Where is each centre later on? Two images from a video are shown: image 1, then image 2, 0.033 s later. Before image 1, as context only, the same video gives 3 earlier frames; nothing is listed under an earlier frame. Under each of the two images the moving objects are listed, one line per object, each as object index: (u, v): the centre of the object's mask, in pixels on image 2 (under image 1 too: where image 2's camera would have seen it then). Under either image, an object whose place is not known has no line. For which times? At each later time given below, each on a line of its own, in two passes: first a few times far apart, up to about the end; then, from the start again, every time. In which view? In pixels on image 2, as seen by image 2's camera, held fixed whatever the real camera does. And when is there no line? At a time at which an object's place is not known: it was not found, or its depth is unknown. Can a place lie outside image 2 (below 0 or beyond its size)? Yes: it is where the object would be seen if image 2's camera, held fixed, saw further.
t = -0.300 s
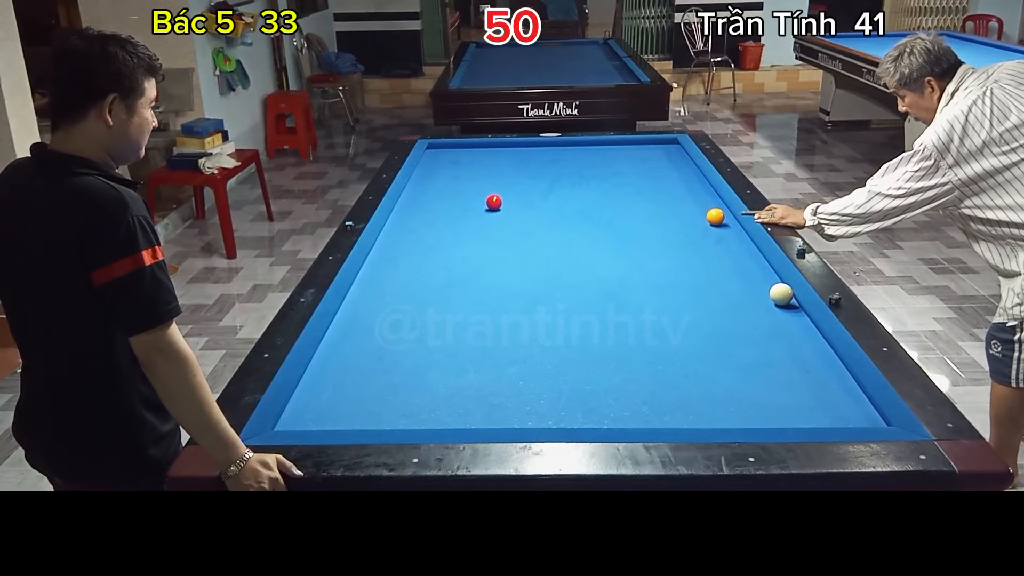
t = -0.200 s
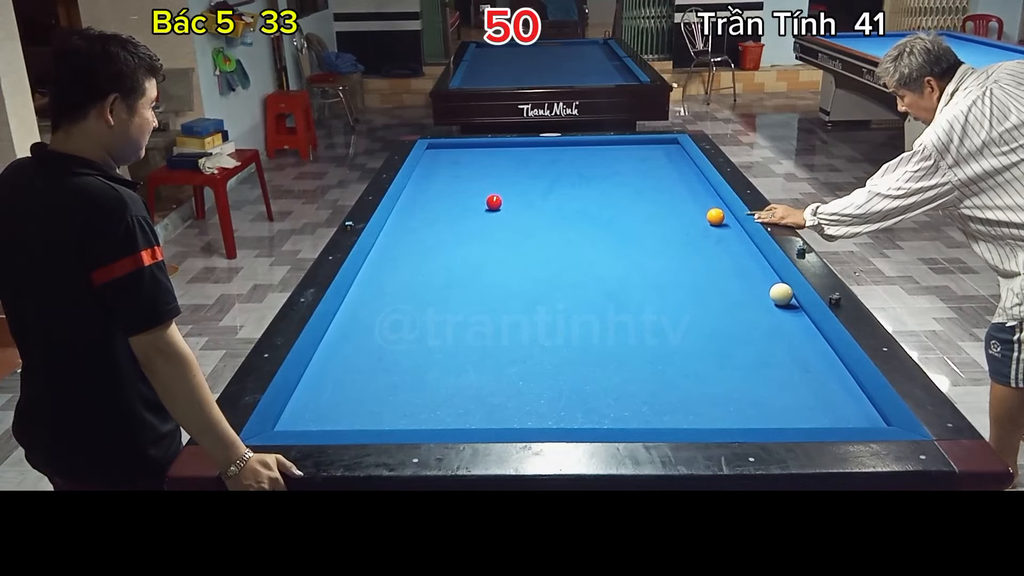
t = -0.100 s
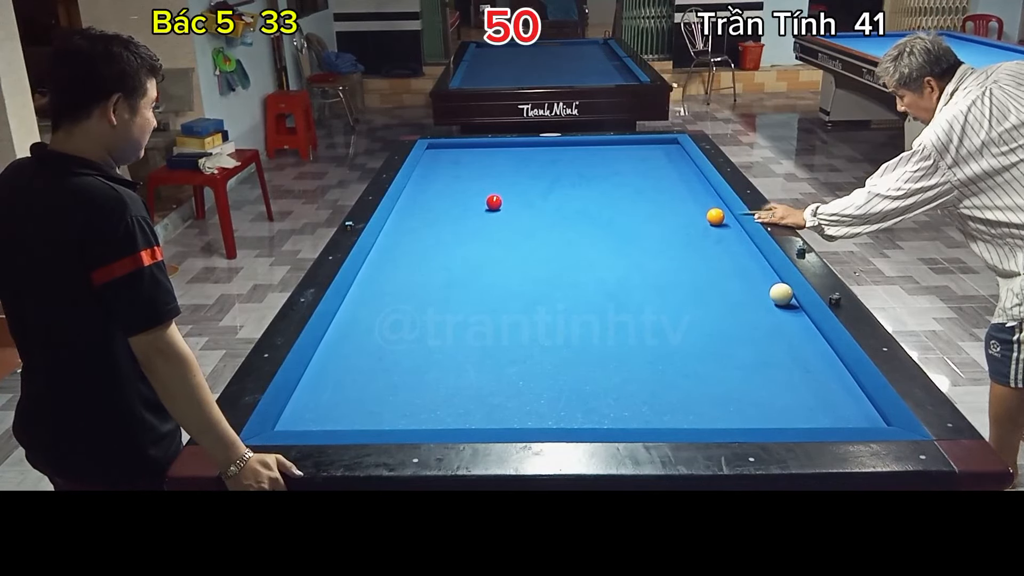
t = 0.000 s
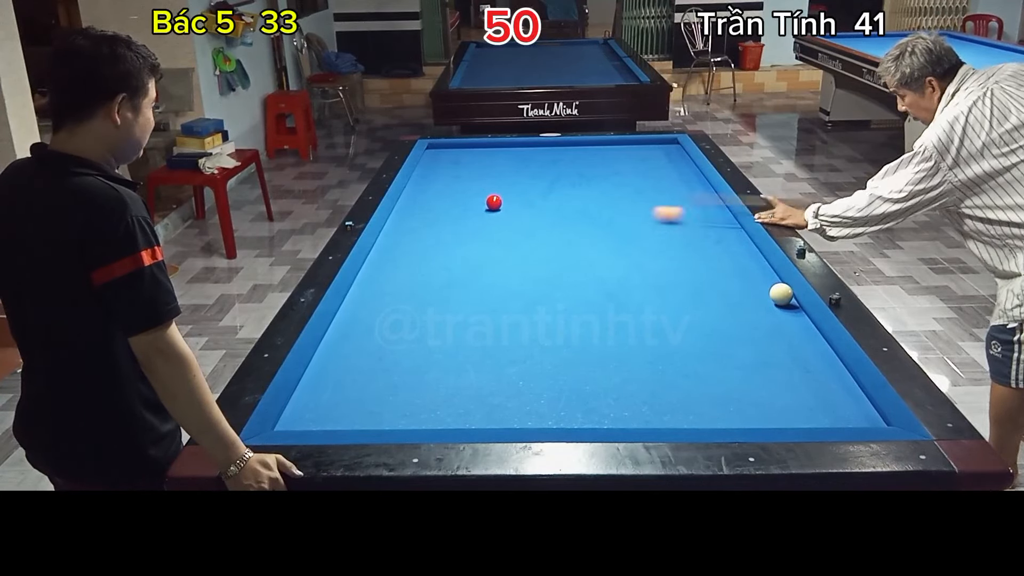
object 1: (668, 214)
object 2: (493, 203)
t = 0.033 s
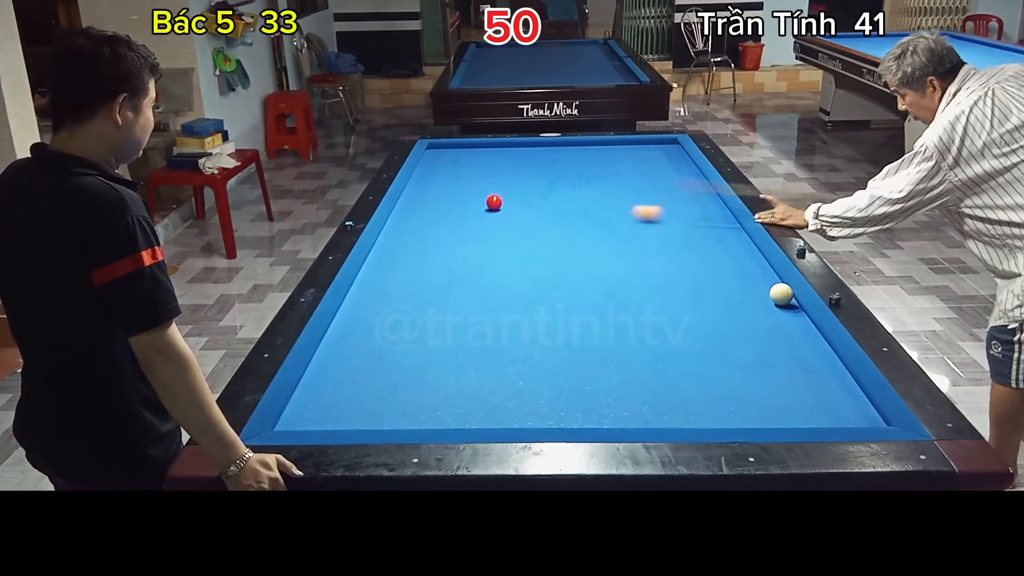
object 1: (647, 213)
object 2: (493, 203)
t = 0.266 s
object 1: (511, 206)
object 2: (493, 203)
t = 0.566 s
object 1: (400, 222)
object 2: (438, 183)
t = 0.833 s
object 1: (450, 229)
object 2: (431, 171)
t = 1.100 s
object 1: (508, 237)
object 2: (457, 162)
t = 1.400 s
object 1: (576, 246)
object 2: (484, 153)
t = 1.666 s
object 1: (640, 255)
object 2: (505, 145)
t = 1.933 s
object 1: (708, 264)
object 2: (524, 146)
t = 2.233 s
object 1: (753, 273)
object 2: (544, 150)
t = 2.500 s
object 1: (718, 277)
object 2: (563, 154)
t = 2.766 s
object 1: (684, 281)
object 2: (582, 158)
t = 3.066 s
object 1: (644, 284)
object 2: (603, 162)
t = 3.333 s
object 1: (612, 288)
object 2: (622, 166)
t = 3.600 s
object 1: (579, 291)
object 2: (641, 169)
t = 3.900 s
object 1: (543, 294)
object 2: (663, 174)
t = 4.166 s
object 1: (512, 297)
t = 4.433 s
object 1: (482, 299)
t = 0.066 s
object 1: (627, 212)
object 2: (493, 203)
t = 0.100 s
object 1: (606, 211)
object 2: (493, 203)
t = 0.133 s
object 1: (586, 210)
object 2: (493, 203)
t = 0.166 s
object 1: (566, 209)
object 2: (493, 203)
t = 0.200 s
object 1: (547, 208)
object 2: (493, 203)
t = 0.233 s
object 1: (528, 207)
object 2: (493, 203)
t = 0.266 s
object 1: (511, 206)
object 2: (493, 203)
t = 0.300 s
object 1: (496, 207)
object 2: (486, 198)
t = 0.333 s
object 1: (486, 210)
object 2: (479, 196)
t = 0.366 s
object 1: (475, 211)
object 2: (472, 195)
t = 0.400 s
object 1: (463, 213)
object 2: (465, 192)
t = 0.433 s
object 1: (451, 215)
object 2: (459, 190)
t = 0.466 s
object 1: (439, 217)
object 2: (453, 188)
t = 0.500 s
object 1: (426, 219)
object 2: (448, 186)
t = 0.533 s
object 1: (413, 220)
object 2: (443, 184)
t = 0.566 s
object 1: (400, 222)
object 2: (438, 183)
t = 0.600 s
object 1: (395, 223)
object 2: (433, 181)
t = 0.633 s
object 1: (404, 224)
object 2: (428, 179)
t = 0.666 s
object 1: (414, 225)
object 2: (423, 177)
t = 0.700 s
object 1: (422, 226)
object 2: (418, 176)
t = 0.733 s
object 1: (430, 227)
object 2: (419, 174)
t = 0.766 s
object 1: (437, 227)
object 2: (424, 173)
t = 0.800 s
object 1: (443, 228)
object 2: (428, 172)
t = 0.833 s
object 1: (450, 229)
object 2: (431, 171)
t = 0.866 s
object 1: (458, 230)
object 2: (435, 170)
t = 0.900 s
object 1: (465, 231)
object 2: (438, 168)
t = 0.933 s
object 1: (472, 232)
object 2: (441, 167)
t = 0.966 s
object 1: (479, 233)
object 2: (445, 166)
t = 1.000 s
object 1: (486, 234)
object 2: (448, 165)
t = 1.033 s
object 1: (493, 235)
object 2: (451, 164)
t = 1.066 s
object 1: (501, 236)
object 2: (454, 163)
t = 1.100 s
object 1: (508, 237)
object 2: (457, 162)
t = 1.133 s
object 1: (515, 238)
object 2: (460, 161)
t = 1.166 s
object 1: (523, 239)
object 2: (463, 160)
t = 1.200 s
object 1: (530, 240)
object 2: (466, 159)
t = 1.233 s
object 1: (538, 241)
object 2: (469, 158)
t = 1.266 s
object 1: (545, 242)
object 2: (472, 157)
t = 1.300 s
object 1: (553, 243)
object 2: (475, 156)
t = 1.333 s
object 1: (561, 244)
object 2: (478, 155)
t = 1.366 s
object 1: (569, 245)
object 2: (481, 154)
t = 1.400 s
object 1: (576, 246)
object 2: (484, 153)
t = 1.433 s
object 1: (584, 247)
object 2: (487, 152)
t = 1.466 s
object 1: (592, 248)
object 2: (489, 151)
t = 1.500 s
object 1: (600, 249)
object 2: (492, 150)
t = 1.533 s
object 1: (608, 250)
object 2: (495, 149)
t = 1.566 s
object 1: (616, 251)
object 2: (497, 148)
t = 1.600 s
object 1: (624, 252)
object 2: (500, 147)
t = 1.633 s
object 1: (632, 254)
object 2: (503, 146)
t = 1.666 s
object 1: (640, 255)
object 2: (505, 145)
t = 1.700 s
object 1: (649, 256)
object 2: (507, 144)
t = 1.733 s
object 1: (657, 257)
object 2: (510, 144)
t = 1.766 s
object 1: (665, 258)
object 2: (512, 144)
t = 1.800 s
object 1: (674, 259)
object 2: (514, 144)
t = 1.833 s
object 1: (683, 260)
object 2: (517, 145)
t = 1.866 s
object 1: (691, 262)
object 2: (519, 145)
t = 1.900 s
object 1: (700, 262)
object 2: (521, 145)
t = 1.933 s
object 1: (708, 264)
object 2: (524, 146)
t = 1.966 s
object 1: (717, 265)
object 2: (526, 146)
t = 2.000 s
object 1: (726, 266)
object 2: (528, 147)
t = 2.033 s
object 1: (735, 267)
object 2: (531, 148)
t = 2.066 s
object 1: (743, 268)
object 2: (533, 148)
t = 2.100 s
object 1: (752, 270)
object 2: (535, 148)
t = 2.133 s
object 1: (761, 271)
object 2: (538, 149)
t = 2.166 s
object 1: (763, 271)
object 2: (540, 149)
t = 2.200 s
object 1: (757, 272)
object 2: (542, 150)
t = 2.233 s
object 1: (753, 273)
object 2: (544, 150)
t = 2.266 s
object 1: (748, 273)
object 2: (547, 151)
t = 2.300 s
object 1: (744, 274)
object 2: (549, 151)
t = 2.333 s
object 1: (739, 274)
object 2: (552, 152)
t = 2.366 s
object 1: (735, 275)
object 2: (554, 152)
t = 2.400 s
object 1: (731, 275)
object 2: (556, 153)
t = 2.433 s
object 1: (726, 276)
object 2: (559, 153)
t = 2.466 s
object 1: (722, 276)
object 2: (561, 154)
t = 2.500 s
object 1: (718, 277)
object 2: (563, 154)
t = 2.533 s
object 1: (713, 277)
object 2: (566, 155)
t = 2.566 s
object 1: (709, 278)
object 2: (568, 155)
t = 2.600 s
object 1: (705, 278)
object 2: (570, 155)
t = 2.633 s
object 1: (701, 279)
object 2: (573, 156)
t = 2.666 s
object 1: (696, 279)
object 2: (575, 156)
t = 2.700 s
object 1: (692, 280)
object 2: (577, 157)
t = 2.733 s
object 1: (688, 280)
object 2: (580, 157)
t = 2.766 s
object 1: (684, 281)
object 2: (582, 158)
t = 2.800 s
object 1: (679, 281)
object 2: (584, 158)
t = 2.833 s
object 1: (675, 281)
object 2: (587, 159)
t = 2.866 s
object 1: (670, 282)
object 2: (589, 160)
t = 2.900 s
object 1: (666, 282)
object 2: (591, 160)
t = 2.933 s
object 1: (662, 282)
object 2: (594, 160)
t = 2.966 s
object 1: (658, 283)
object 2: (596, 161)
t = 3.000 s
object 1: (653, 283)
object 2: (598, 161)
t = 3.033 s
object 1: (649, 284)
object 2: (601, 162)
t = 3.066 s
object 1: (644, 284)
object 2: (603, 162)
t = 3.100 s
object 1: (641, 285)
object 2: (606, 162)
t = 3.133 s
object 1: (637, 285)
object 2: (608, 163)
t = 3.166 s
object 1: (632, 286)
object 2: (610, 163)
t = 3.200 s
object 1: (628, 286)
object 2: (613, 164)
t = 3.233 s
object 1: (624, 286)
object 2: (615, 164)
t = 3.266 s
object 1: (620, 287)
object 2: (617, 165)
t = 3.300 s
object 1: (616, 287)
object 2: (620, 165)
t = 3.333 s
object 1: (612, 288)
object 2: (622, 166)
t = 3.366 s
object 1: (608, 288)
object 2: (625, 166)
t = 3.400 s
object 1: (604, 289)
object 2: (627, 166)
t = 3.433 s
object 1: (600, 289)
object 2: (629, 167)
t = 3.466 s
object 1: (595, 289)
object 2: (632, 167)
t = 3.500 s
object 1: (591, 290)
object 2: (634, 168)
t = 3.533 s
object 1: (587, 290)
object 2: (636, 168)
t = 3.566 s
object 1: (583, 290)
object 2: (639, 169)
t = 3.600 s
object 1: (579, 291)
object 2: (641, 169)
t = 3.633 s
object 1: (575, 291)
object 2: (644, 170)
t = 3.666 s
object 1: (571, 292)
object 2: (646, 170)
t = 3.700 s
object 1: (567, 292)
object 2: (648, 171)
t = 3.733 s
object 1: (563, 293)
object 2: (651, 171)
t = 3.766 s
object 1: (559, 293)
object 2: (653, 171)
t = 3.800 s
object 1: (555, 293)
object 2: (655, 172)
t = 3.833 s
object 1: (551, 294)
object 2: (658, 172)
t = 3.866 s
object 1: (547, 294)
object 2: (660, 173)
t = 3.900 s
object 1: (543, 294)
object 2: (663, 174)
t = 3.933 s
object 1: (539, 295)
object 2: (665, 174)
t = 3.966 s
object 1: (535, 295)
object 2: (667, 174)
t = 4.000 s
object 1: (531, 295)
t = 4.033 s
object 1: (527, 296)
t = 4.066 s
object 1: (524, 296)
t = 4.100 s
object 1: (520, 296)
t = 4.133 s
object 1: (516, 297)
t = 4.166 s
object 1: (512, 297)
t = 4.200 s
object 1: (508, 297)
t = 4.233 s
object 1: (505, 298)
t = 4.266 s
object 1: (501, 298)
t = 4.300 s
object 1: (497, 298)
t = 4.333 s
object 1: (493, 299)
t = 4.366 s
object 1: (489, 299)
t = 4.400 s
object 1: (486, 299)
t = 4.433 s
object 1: (482, 299)
